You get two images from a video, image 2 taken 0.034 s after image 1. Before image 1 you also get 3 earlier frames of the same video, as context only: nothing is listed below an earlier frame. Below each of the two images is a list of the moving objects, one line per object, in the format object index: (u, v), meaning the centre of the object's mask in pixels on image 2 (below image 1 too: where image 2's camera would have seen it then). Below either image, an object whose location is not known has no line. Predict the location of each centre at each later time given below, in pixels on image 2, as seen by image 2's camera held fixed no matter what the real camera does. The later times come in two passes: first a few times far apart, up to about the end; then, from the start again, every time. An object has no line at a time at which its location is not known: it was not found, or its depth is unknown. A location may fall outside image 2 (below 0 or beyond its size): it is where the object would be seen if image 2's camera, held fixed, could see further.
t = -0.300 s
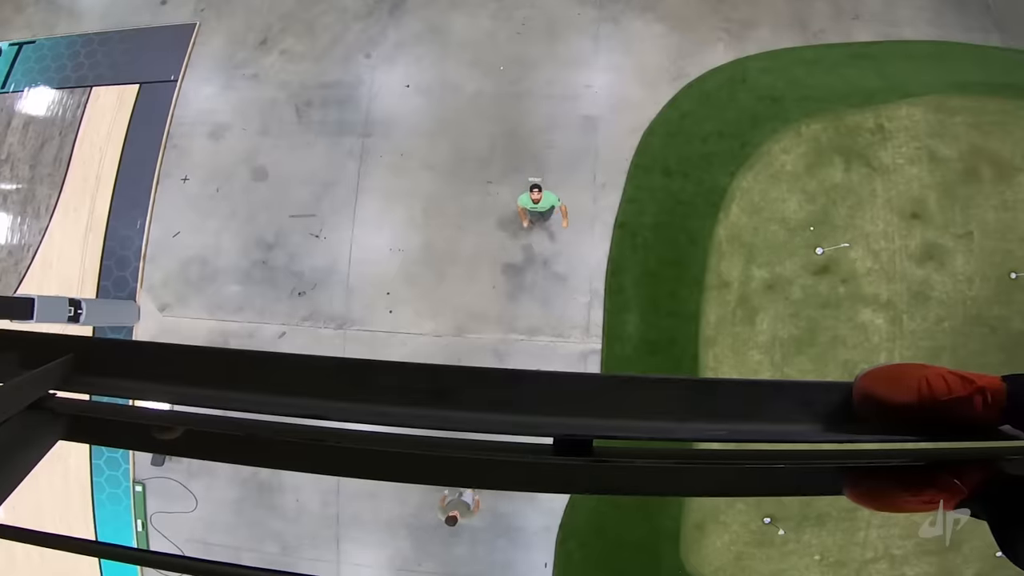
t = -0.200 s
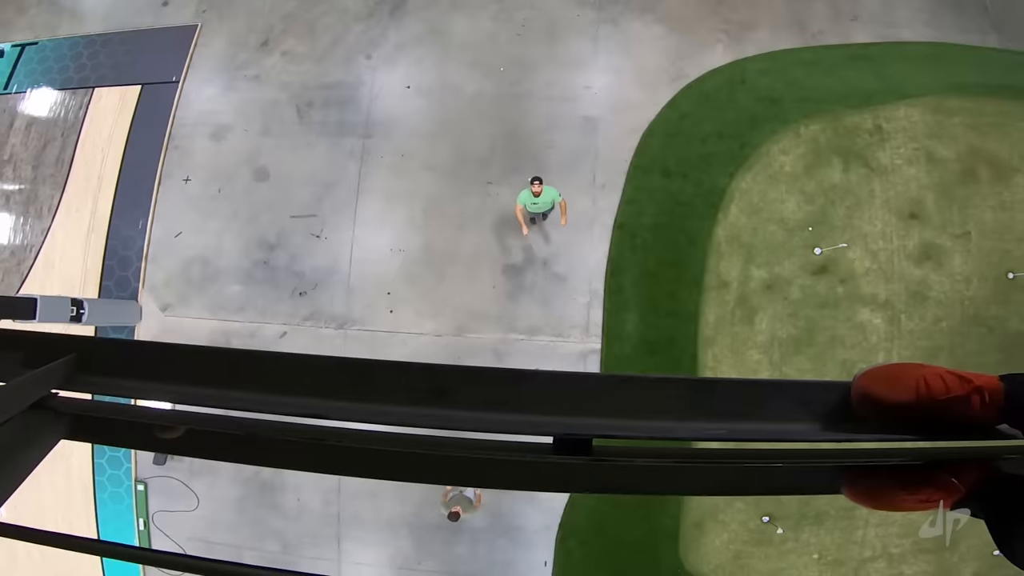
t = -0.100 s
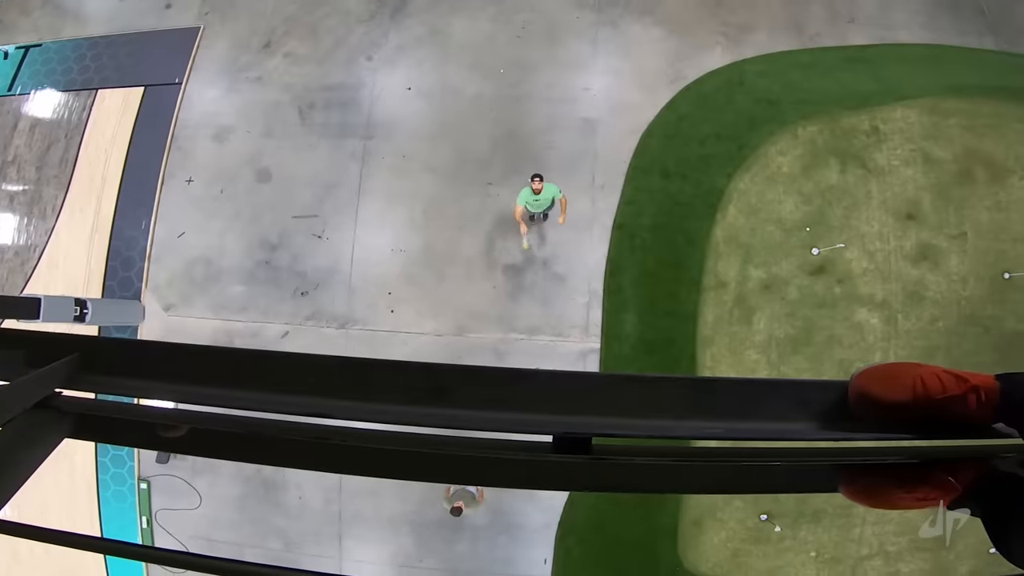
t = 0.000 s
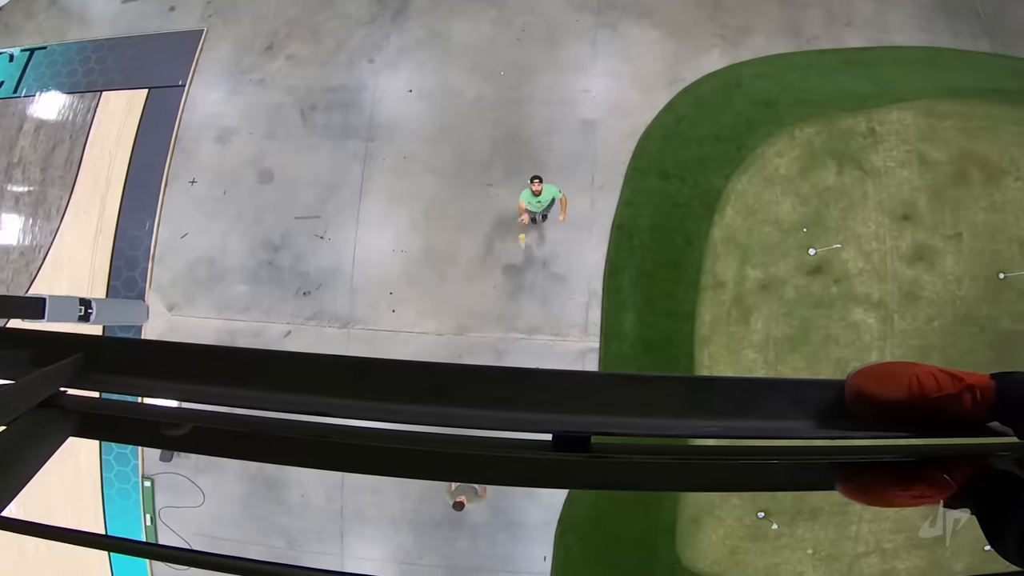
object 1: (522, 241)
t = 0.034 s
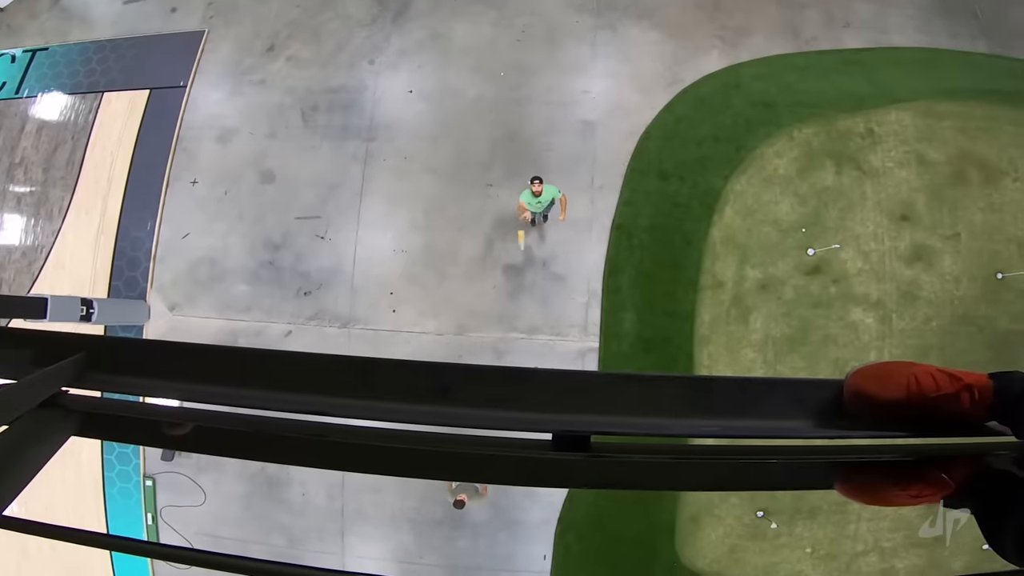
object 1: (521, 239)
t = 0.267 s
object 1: (507, 216)
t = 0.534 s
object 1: (470, 182)
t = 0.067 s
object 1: (520, 237)
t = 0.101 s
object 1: (518, 234)
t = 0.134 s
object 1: (517, 231)
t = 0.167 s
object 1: (515, 227)
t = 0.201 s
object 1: (512, 224)
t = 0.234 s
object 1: (510, 220)
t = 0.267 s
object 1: (507, 216)
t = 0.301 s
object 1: (505, 211)
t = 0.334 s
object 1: (501, 207)
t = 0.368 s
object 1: (497, 203)
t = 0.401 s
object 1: (493, 198)
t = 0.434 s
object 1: (488, 193)
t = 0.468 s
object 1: (483, 189)
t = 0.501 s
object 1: (477, 185)
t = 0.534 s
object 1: (470, 182)
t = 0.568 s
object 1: (462, 177)
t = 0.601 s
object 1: (455, 175)
